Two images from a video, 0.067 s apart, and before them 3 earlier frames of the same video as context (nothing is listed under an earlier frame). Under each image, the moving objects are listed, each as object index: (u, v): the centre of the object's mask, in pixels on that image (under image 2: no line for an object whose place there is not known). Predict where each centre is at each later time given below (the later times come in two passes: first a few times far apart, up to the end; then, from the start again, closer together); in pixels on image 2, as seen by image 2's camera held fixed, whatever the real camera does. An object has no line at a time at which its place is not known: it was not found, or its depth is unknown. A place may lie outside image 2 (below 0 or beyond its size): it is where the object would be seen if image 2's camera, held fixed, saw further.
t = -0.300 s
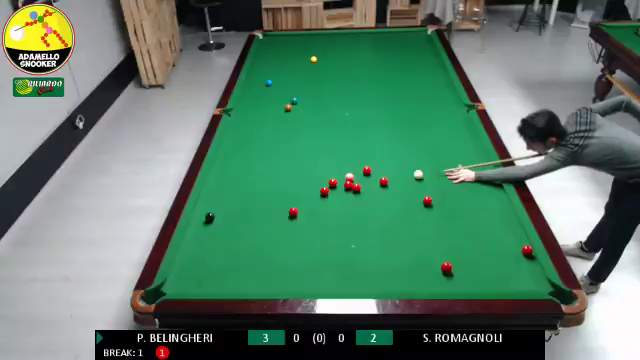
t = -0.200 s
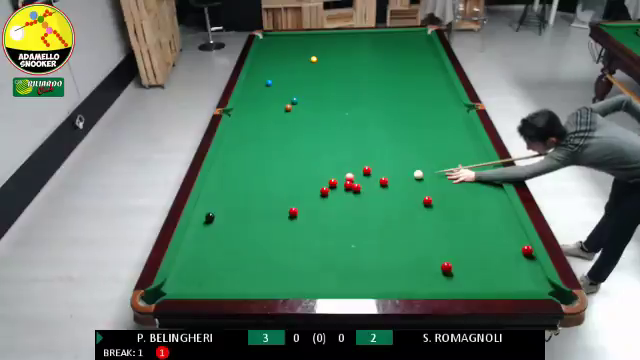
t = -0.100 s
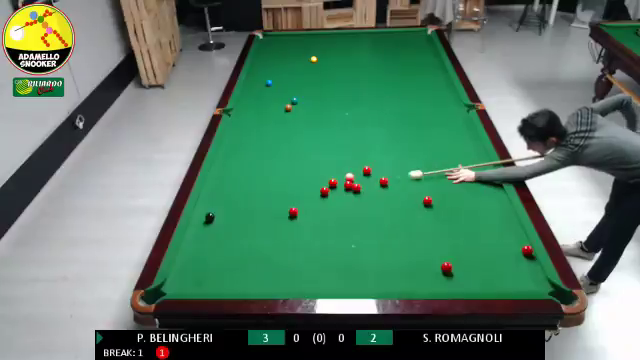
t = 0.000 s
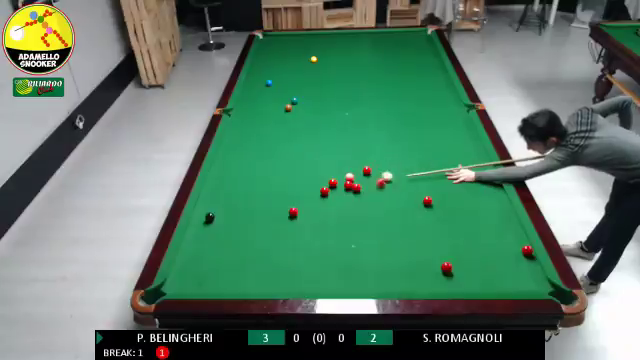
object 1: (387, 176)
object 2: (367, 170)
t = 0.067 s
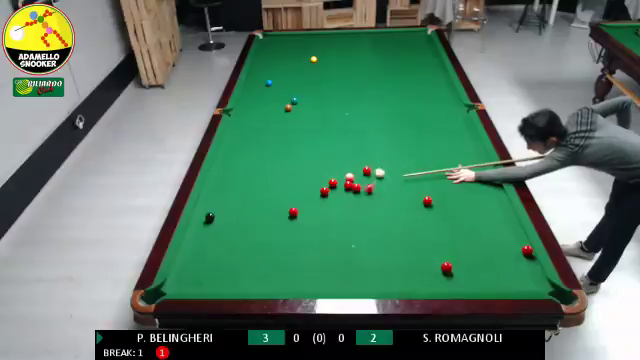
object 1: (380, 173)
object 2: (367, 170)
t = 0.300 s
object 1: (373, 165)
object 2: (353, 169)
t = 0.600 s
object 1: (369, 156)
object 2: (334, 168)
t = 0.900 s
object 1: (365, 149)
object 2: (318, 167)
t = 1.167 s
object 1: (362, 143)
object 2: (305, 166)
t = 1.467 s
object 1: (360, 138)
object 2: (292, 165)
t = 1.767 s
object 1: (357, 133)
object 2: (280, 164)
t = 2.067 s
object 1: (355, 129)
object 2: (271, 164)
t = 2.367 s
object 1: (353, 126)
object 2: (262, 163)
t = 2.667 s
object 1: (351, 124)
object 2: (255, 163)
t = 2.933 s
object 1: (350, 122)
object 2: (251, 163)
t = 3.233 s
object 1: (349, 121)
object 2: (246, 163)
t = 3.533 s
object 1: (349, 121)
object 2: (243, 163)
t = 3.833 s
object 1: (349, 121)
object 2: (242, 163)
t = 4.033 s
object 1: (349, 121)
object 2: (242, 163)
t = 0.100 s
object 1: (376, 171)
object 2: (367, 170)
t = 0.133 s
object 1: (375, 170)
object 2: (364, 170)
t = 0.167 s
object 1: (375, 169)
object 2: (362, 170)
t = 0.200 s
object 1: (375, 168)
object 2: (359, 170)
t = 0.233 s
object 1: (374, 167)
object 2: (357, 170)
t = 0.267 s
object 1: (374, 166)
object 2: (355, 170)
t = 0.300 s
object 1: (373, 165)
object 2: (353, 169)
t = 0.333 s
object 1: (373, 164)
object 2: (351, 168)
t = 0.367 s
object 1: (372, 163)
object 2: (348, 168)
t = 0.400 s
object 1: (372, 162)
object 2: (347, 168)
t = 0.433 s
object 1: (371, 161)
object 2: (344, 168)
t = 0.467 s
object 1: (371, 160)
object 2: (342, 168)
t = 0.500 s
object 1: (370, 159)
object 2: (340, 168)
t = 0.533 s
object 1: (370, 158)
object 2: (339, 168)
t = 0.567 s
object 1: (369, 157)
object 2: (336, 168)
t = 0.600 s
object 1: (369, 156)
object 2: (334, 168)
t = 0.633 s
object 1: (368, 155)
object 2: (333, 168)
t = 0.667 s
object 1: (368, 154)
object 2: (331, 168)
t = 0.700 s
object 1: (368, 154)
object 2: (329, 167)
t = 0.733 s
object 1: (367, 153)
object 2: (327, 167)
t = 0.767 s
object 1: (367, 152)
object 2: (325, 167)
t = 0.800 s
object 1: (366, 151)
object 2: (323, 167)
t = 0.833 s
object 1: (366, 150)
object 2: (321, 167)
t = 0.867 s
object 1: (366, 149)
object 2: (320, 167)
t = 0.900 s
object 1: (365, 149)
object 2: (318, 167)
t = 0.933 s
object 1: (365, 148)
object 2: (316, 166)
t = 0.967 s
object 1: (365, 147)
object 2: (315, 166)
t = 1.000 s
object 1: (364, 147)
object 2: (313, 166)
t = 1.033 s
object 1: (364, 146)
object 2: (311, 166)
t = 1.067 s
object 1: (363, 145)
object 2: (310, 166)
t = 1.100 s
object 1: (363, 145)
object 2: (308, 166)
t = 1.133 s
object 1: (363, 144)
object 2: (306, 166)
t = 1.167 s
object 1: (362, 143)
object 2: (305, 166)
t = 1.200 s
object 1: (362, 143)
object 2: (303, 165)
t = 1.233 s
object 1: (362, 142)
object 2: (302, 165)
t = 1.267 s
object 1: (362, 141)
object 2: (300, 165)
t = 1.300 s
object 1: (361, 140)
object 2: (299, 165)
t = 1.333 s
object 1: (361, 140)
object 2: (297, 165)
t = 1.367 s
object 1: (360, 139)
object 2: (296, 165)
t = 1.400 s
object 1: (360, 139)
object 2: (295, 165)
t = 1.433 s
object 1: (360, 138)
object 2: (293, 165)
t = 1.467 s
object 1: (360, 138)
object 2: (292, 165)
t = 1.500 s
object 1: (359, 137)
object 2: (291, 164)
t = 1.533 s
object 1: (359, 136)
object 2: (289, 164)
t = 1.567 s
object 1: (359, 136)
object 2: (288, 164)
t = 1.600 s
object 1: (358, 135)
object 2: (287, 164)
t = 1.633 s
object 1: (358, 135)
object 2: (286, 164)
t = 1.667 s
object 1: (358, 134)
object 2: (284, 164)
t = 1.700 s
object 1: (357, 134)
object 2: (283, 164)
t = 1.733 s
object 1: (357, 133)
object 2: (282, 164)
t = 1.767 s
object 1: (357, 133)
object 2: (280, 164)
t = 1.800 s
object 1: (357, 132)
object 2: (279, 164)
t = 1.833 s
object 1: (356, 132)
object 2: (278, 164)
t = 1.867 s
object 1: (356, 132)
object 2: (277, 164)
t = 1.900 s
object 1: (356, 131)
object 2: (276, 164)
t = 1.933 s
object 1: (356, 131)
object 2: (275, 164)
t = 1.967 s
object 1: (355, 130)
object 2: (274, 164)
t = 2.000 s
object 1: (355, 130)
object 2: (273, 164)
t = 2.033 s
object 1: (355, 129)
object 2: (272, 164)
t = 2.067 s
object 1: (355, 129)
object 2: (271, 164)
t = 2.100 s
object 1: (354, 129)
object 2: (270, 163)
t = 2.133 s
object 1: (354, 129)
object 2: (269, 164)
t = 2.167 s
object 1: (354, 128)
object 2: (267, 164)
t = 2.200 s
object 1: (354, 128)
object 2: (267, 163)
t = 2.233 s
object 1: (354, 127)
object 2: (266, 164)
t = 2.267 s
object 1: (353, 127)
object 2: (265, 163)
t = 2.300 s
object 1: (353, 127)
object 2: (264, 163)
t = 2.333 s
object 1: (353, 126)
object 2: (263, 164)
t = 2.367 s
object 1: (353, 126)
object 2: (262, 163)
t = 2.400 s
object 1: (353, 126)
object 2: (262, 163)
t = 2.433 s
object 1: (352, 126)
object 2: (261, 163)
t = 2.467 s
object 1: (352, 125)
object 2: (260, 163)
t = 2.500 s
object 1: (352, 125)
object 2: (259, 163)
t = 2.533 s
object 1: (352, 125)
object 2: (258, 163)
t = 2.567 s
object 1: (352, 125)
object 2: (258, 163)
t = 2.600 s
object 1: (351, 124)
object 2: (257, 163)
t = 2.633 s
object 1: (351, 124)
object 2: (256, 163)
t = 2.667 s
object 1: (351, 124)
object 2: (255, 163)
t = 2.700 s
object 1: (351, 123)
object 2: (255, 163)
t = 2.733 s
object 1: (351, 123)
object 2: (254, 163)
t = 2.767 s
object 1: (351, 123)
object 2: (254, 163)
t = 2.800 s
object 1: (351, 123)
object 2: (253, 163)
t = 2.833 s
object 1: (350, 123)
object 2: (252, 163)
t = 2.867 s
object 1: (350, 123)
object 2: (252, 163)
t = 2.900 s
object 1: (351, 123)
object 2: (251, 163)
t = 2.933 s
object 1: (350, 122)
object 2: (251, 163)
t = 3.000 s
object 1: (350, 122)
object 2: (249, 163)
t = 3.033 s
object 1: (350, 122)
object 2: (249, 163)
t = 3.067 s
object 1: (350, 122)
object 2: (248, 163)
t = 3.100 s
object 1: (350, 122)
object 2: (248, 163)
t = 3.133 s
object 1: (349, 121)
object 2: (248, 163)
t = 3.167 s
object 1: (349, 121)
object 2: (247, 163)
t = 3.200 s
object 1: (349, 121)
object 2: (246, 163)
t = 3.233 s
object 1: (349, 121)
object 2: (246, 163)
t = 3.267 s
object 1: (349, 121)
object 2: (246, 163)
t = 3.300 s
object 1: (349, 121)
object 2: (245, 163)
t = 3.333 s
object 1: (349, 121)
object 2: (245, 163)
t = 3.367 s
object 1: (349, 121)
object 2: (245, 163)
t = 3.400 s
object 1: (349, 121)
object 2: (244, 163)
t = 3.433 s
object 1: (349, 121)
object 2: (244, 163)
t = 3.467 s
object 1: (349, 121)
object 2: (244, 163)
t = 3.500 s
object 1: (349, 121)
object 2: (244, 163)
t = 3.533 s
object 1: (349, 121)
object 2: (243, 163)
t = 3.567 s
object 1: (349, 120)
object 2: (243, 163)
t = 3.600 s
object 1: (349, 121)
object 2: (243, 163)
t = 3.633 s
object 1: (349, 121)
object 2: (243, 163)
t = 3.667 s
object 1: (349, 121)
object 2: (243, 163)
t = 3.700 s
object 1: (349, 121)
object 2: (243, 163)
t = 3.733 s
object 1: (349, 121)
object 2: (242, 163)
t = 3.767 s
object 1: (349, 121)
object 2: (242, 163)
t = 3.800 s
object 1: (349, 121)
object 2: (242, 163)
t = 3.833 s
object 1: (349, 121)
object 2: (242, 163)
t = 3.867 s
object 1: (349, 121)
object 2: (242, 163)
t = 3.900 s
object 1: (349, 121)
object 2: (242, 163)
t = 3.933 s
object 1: (349, 121)
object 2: (242, 163)
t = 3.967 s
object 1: (349, 121)
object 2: (242, 163)
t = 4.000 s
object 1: (349, 121)
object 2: (242, 163)
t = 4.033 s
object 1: (349, 121)
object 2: (242, 163)
